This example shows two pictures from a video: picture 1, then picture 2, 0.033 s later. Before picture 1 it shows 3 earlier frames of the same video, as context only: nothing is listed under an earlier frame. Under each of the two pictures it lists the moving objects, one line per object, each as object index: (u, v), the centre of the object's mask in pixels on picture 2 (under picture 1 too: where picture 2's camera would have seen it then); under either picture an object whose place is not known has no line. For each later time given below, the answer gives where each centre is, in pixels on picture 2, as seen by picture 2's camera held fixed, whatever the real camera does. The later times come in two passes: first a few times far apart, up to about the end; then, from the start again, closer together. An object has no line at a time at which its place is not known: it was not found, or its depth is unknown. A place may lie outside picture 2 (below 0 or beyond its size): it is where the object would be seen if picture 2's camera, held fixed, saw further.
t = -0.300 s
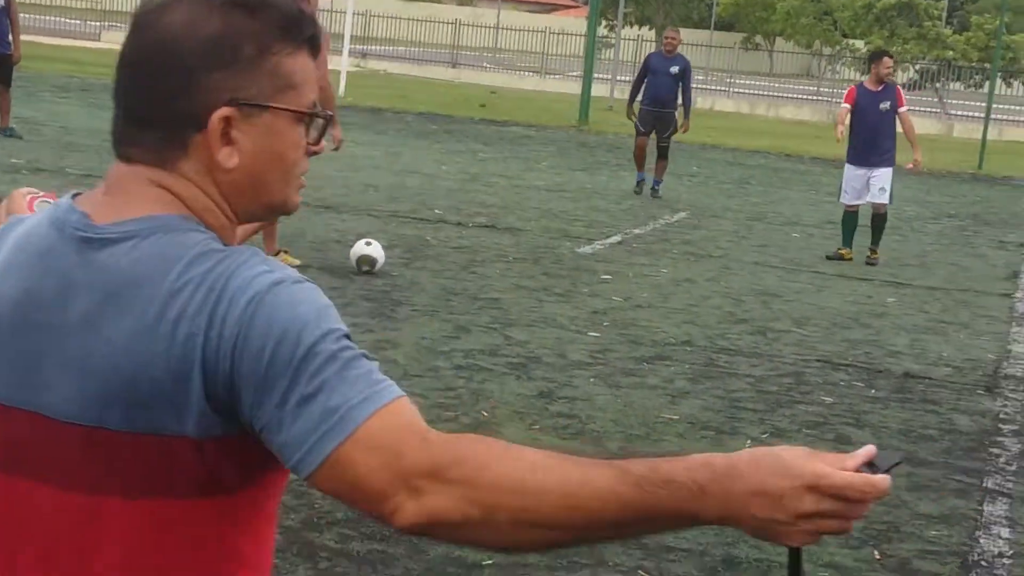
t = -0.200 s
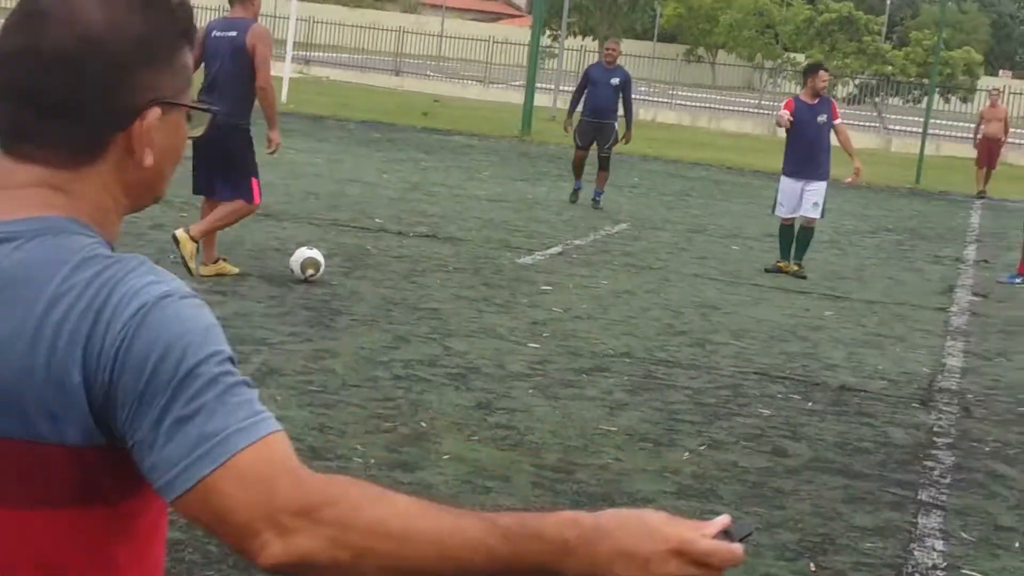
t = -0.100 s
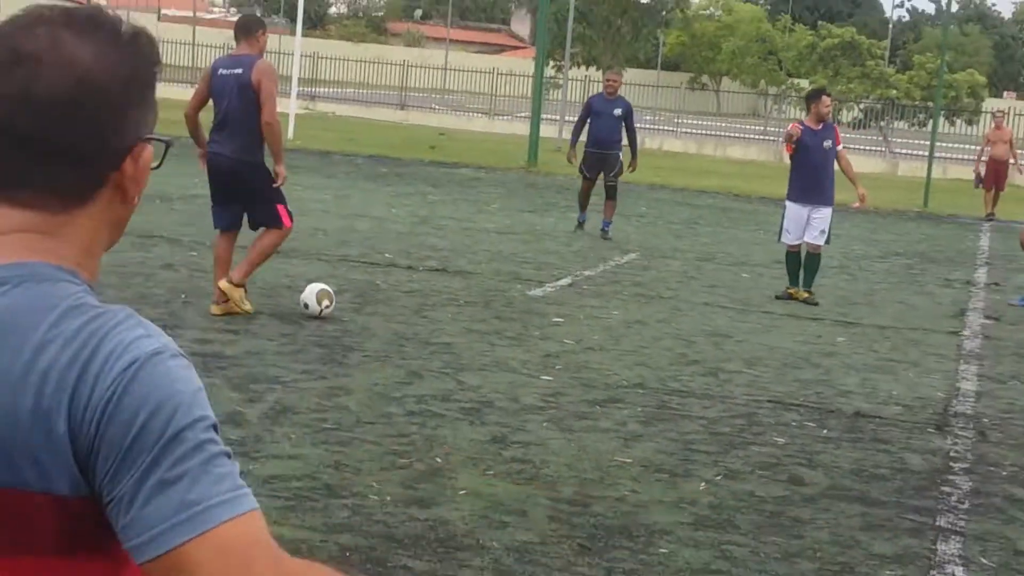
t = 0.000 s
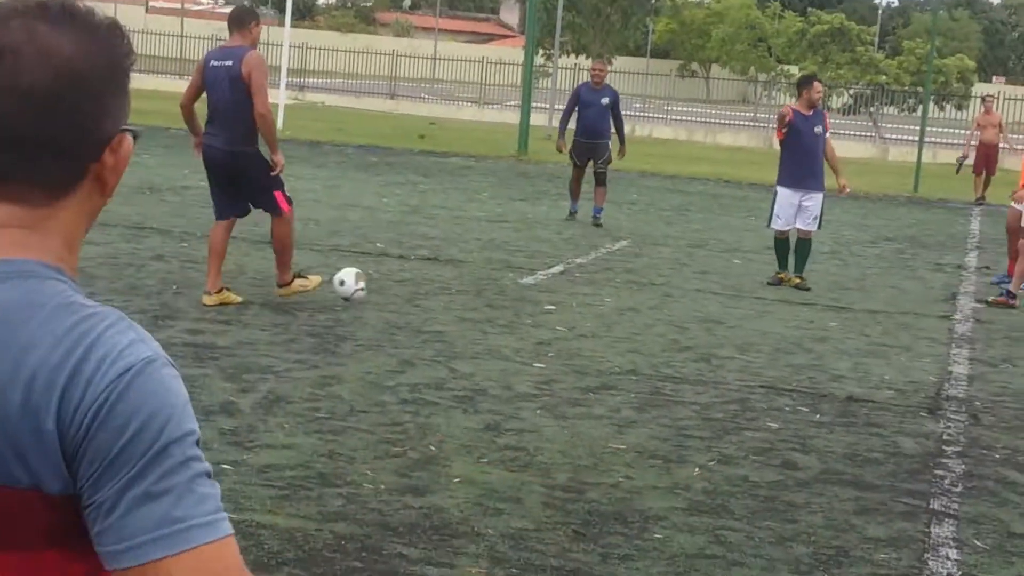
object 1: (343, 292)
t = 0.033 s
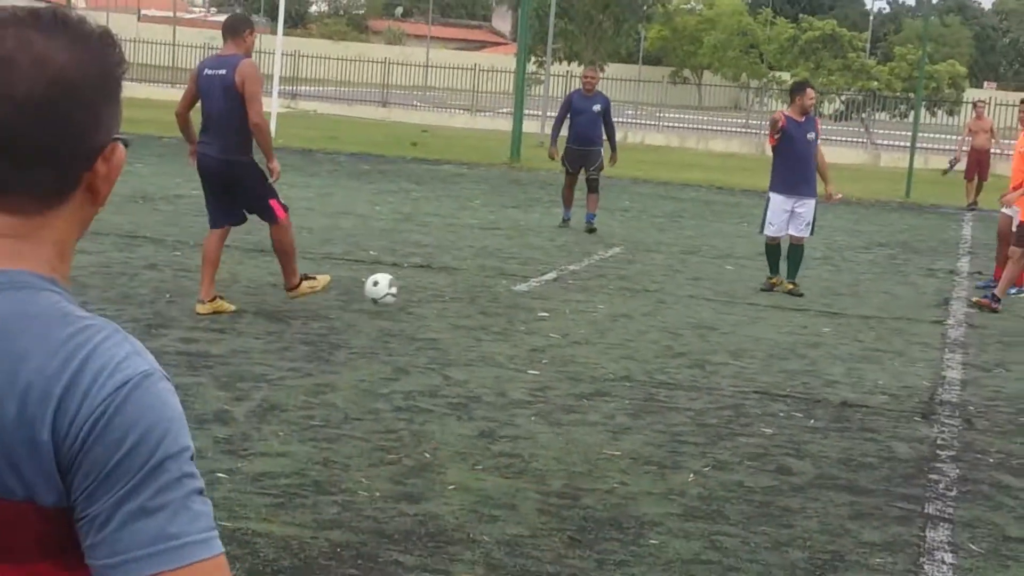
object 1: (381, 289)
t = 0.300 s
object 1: (634, 297)
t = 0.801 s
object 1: (911, 300)
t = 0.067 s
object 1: (418, 287)
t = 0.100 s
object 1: (453, 288)
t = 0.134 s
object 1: (488, 290)
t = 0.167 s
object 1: (522, 294)
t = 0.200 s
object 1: (552, 295)
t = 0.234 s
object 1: (580, 295)
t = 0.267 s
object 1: (608, 295)
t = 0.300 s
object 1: (634, 297)
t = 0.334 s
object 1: (659, 299)
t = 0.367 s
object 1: (682, 299)
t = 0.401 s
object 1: (704, 300)
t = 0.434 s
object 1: (724, 300)
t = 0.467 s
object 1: (745, 300)
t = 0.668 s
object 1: (849, 299)
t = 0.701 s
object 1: (865, 300)
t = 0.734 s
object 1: (881, 300)
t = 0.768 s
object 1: (897, 300)
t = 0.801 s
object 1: (911, 300)
